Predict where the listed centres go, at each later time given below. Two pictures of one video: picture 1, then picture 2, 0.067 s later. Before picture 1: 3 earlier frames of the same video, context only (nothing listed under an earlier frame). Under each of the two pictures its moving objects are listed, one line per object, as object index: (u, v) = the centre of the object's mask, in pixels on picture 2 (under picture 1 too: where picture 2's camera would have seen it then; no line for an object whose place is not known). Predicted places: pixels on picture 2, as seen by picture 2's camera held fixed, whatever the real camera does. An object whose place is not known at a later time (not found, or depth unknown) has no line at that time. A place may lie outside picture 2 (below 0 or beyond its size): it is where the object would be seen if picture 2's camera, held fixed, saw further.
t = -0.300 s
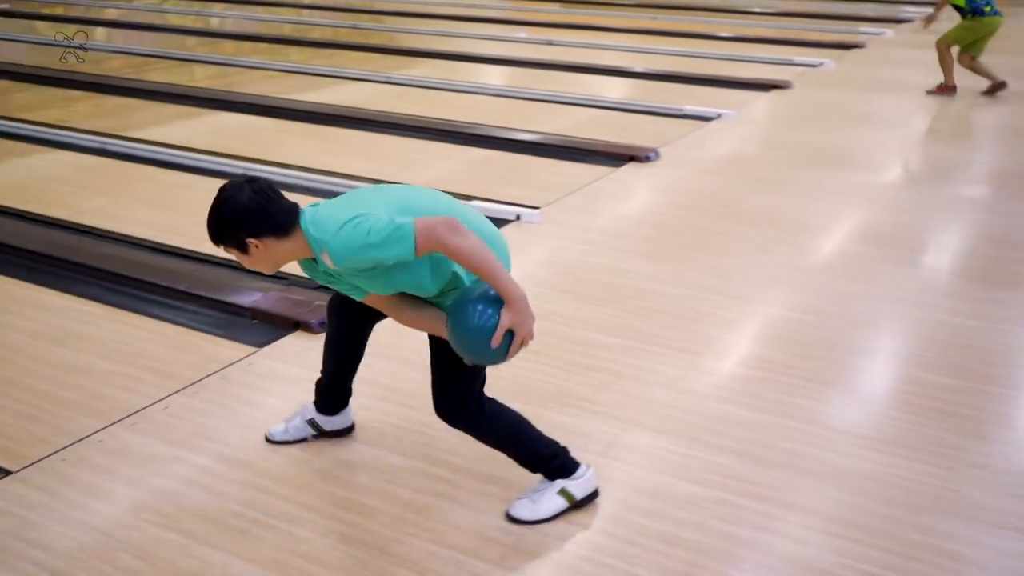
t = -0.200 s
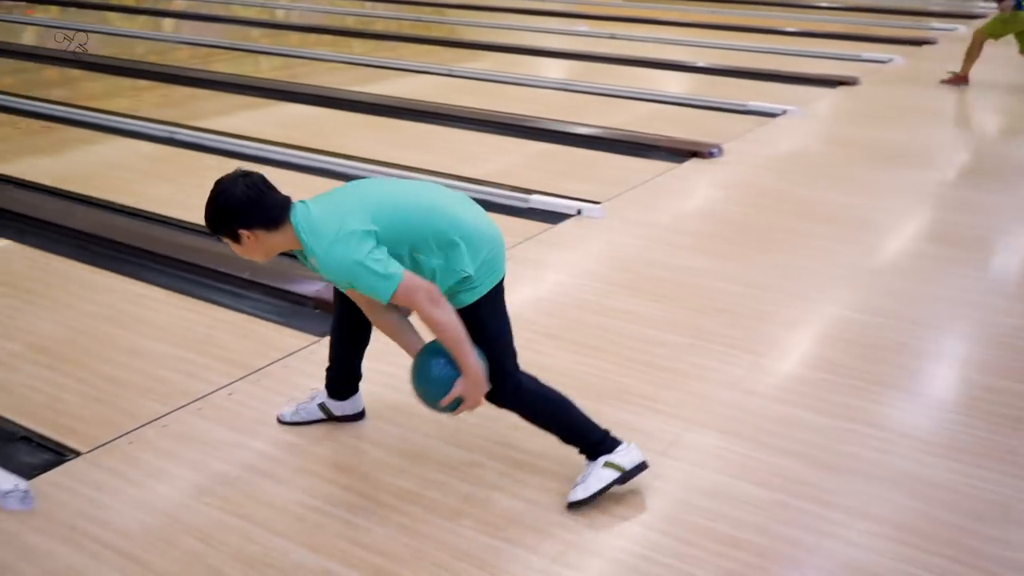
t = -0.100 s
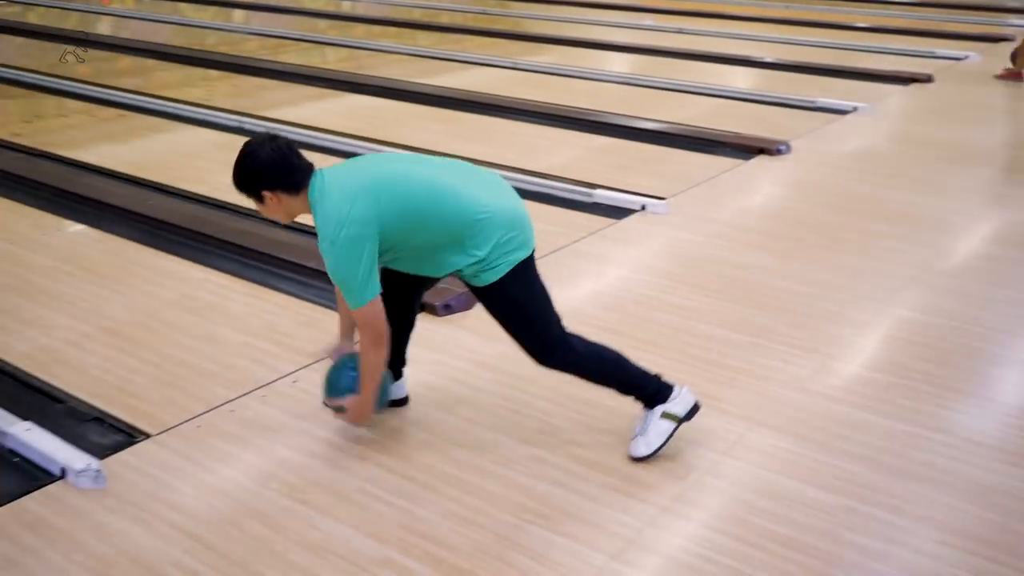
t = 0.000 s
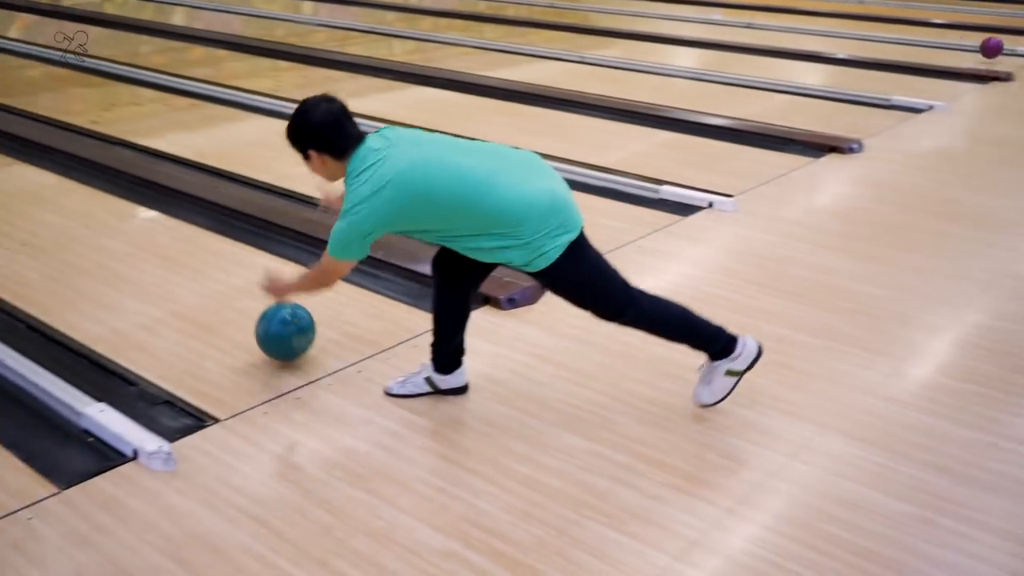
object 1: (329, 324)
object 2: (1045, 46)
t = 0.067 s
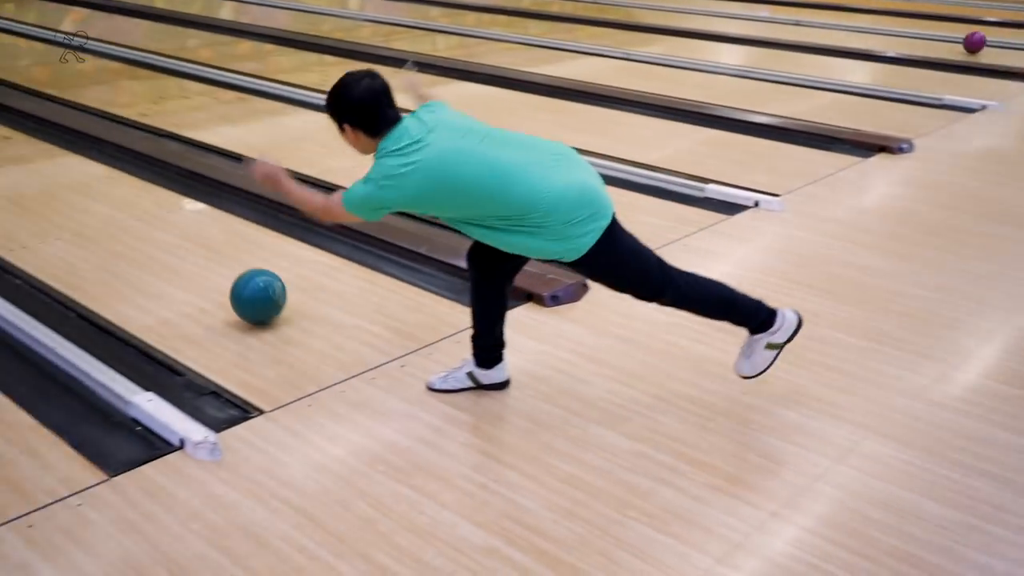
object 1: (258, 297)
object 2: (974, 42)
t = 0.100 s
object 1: (226, 284)
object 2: (941, 39)
